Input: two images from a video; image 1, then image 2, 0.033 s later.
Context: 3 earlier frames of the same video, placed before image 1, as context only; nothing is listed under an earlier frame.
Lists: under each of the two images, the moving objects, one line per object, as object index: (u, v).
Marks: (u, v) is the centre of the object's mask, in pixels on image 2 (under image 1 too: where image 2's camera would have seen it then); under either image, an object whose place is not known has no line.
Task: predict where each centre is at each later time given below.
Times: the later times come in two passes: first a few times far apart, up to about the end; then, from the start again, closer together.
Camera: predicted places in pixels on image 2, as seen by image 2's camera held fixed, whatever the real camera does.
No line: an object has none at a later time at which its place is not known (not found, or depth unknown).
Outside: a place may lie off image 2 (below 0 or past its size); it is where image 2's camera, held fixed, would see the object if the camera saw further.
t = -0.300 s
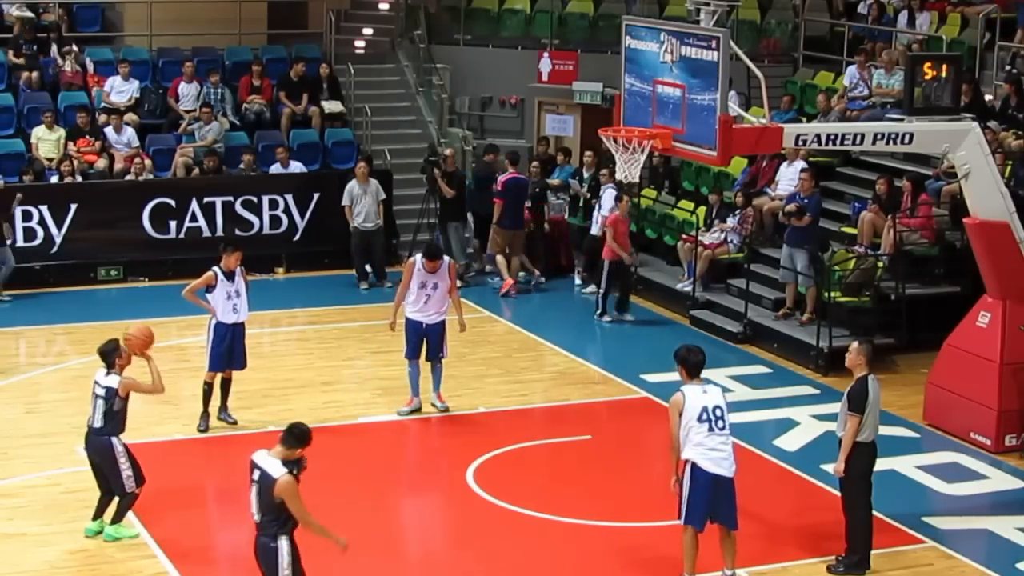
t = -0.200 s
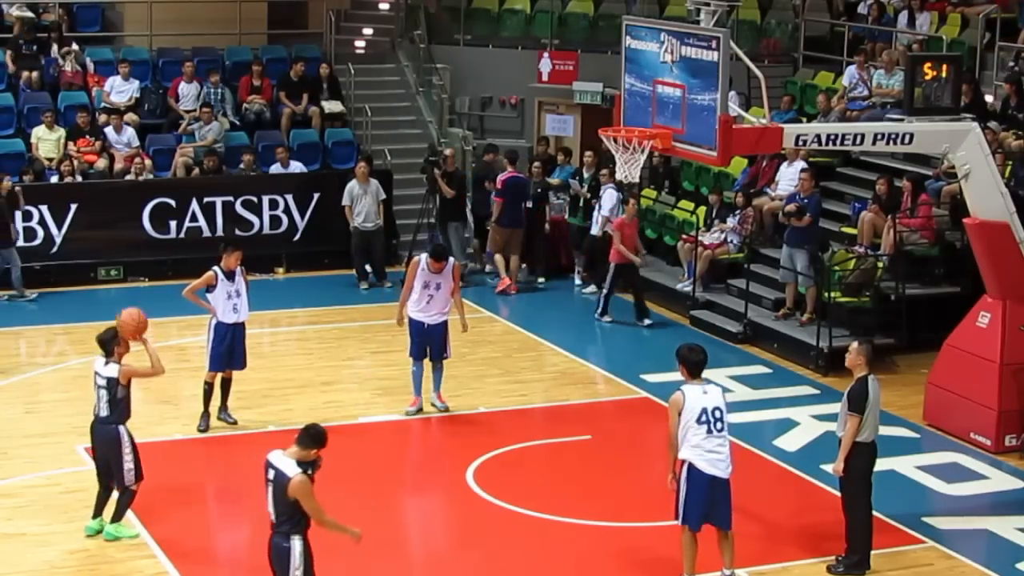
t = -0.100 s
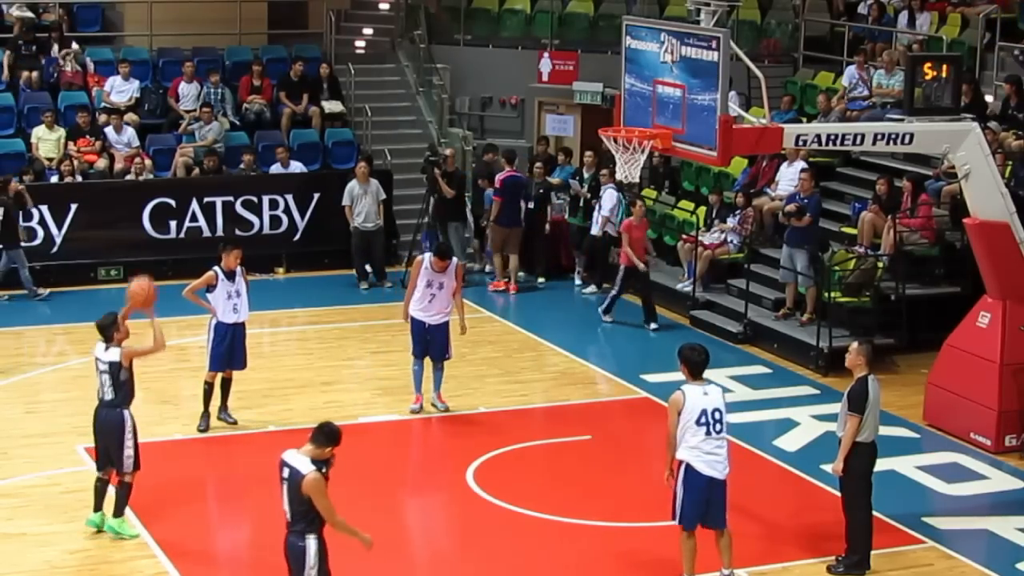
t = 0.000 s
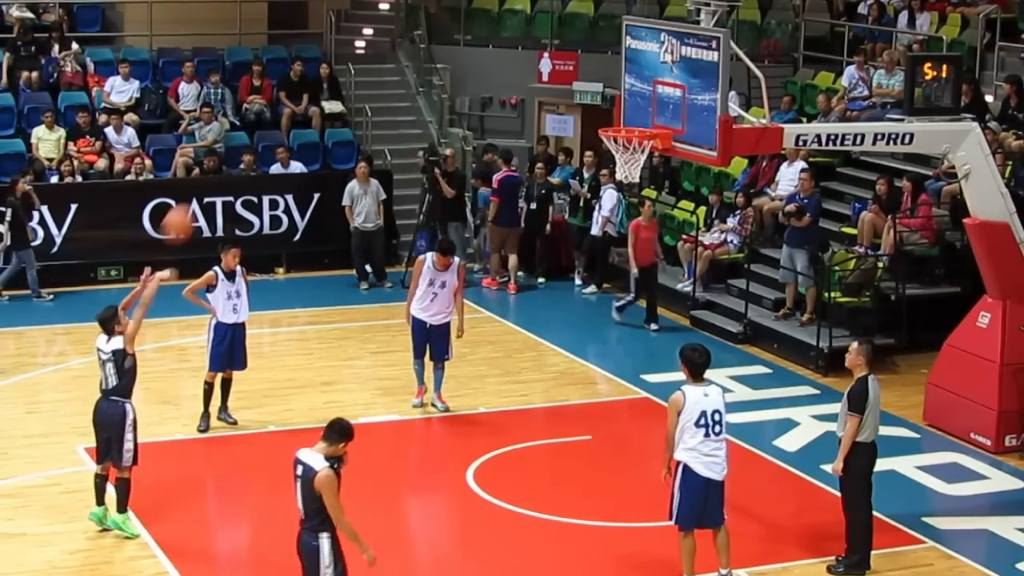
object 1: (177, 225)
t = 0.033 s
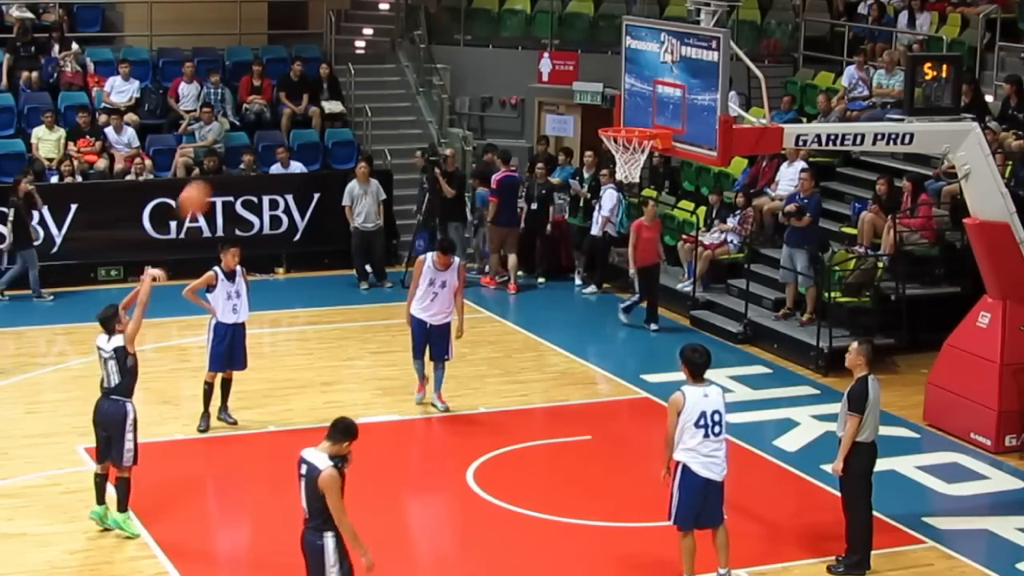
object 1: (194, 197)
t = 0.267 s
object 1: (303, 75)
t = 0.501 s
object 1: (409, 19)
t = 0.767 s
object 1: (522, 36)
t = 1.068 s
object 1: (646, 158)
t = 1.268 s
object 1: (669, 194)
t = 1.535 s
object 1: (701, 308)
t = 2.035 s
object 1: (712, 328)
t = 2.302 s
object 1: (694, 284)
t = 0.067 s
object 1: (210, 177)
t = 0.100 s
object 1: (226, 158)
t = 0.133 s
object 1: (241, 138)
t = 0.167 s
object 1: (258, 119)
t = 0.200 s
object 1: (273, 104)
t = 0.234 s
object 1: (290, 88)
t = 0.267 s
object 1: (303, 75)
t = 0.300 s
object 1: (319, 63)
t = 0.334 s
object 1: (336, 51)
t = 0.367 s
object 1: (349, 43)
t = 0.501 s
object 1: (409, 19)
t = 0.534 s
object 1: (424, 16)
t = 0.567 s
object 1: (438, 15)
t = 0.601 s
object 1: (453, 16)
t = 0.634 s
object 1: (467, 17)
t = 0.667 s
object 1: (481, 20)
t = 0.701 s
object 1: (495, 24)
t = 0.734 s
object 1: (509, 30)
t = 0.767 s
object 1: (522, 36)
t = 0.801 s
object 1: (535, 43)
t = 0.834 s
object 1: (548, 52)
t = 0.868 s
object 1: (563, 66)
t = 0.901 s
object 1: (574, 75)
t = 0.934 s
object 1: (587, 89)
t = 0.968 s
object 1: (601, 105)
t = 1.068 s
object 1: (646, 158)
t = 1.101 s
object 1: (644, 163)
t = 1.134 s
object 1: (651, 166)
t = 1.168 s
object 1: (655, 172)
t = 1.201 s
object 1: (659, 178)
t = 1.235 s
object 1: (664, 186)
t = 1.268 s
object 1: (669, 194)
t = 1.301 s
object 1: (672, 204)
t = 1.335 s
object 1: (677, 217)
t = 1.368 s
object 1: (681, 229)
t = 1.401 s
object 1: (685, 243)
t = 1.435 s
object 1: (689, 255)
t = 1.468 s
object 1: (695, 272)
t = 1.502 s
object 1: (698, 290)
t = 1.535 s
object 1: (701, 308)
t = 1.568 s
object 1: (705, 326)
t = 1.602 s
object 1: (709, 345)
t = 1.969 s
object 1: (717, 349)
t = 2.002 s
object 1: (714, 339)
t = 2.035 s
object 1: (712, 328)
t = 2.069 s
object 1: (710, 319)
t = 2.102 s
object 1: (707, 311)
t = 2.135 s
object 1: (705, 303)
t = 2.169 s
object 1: (703, 297)
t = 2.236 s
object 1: (698, 289)
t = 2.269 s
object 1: (696, 286)
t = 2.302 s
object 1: (694, 284)
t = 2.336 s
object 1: (691, 283)
